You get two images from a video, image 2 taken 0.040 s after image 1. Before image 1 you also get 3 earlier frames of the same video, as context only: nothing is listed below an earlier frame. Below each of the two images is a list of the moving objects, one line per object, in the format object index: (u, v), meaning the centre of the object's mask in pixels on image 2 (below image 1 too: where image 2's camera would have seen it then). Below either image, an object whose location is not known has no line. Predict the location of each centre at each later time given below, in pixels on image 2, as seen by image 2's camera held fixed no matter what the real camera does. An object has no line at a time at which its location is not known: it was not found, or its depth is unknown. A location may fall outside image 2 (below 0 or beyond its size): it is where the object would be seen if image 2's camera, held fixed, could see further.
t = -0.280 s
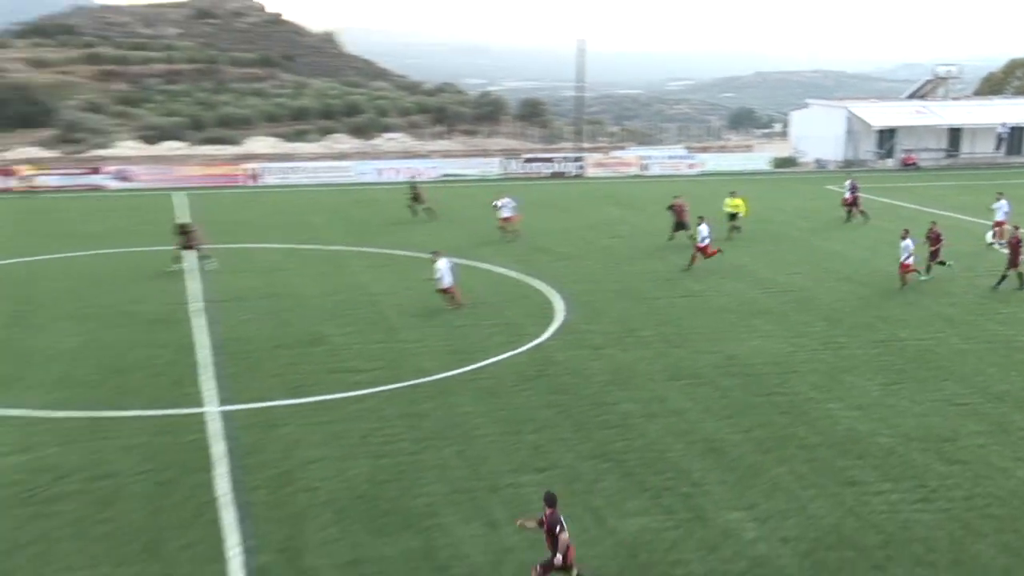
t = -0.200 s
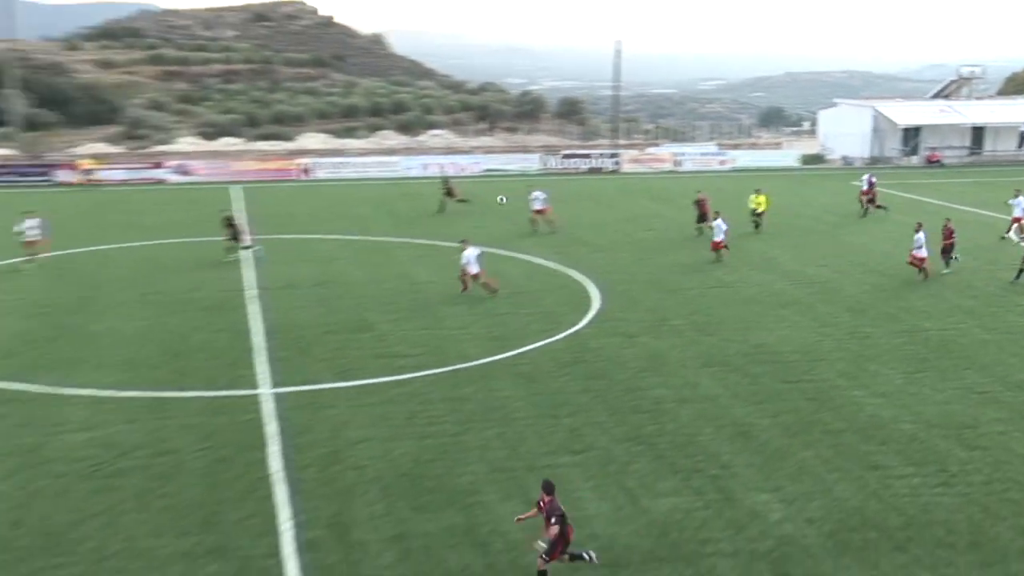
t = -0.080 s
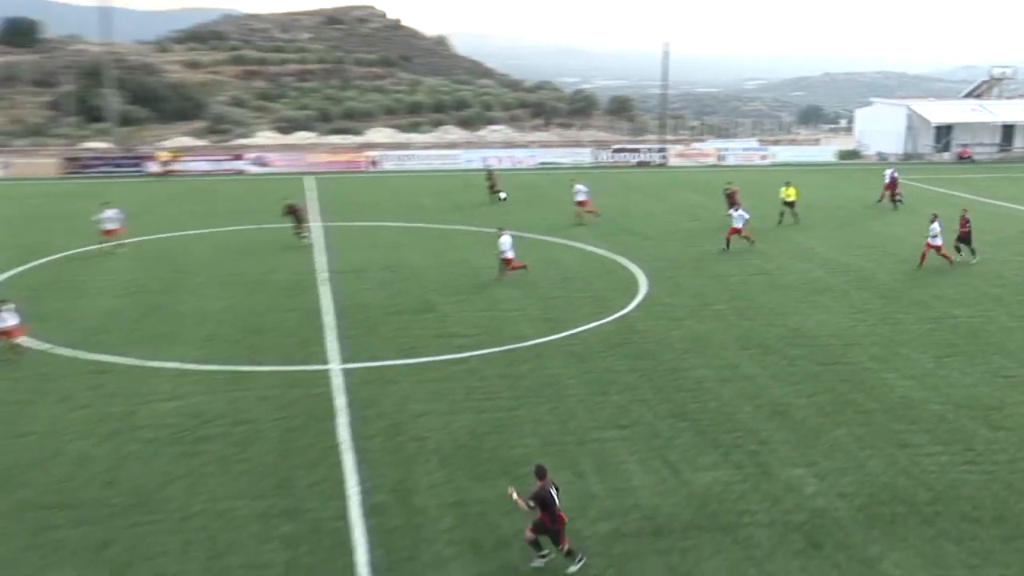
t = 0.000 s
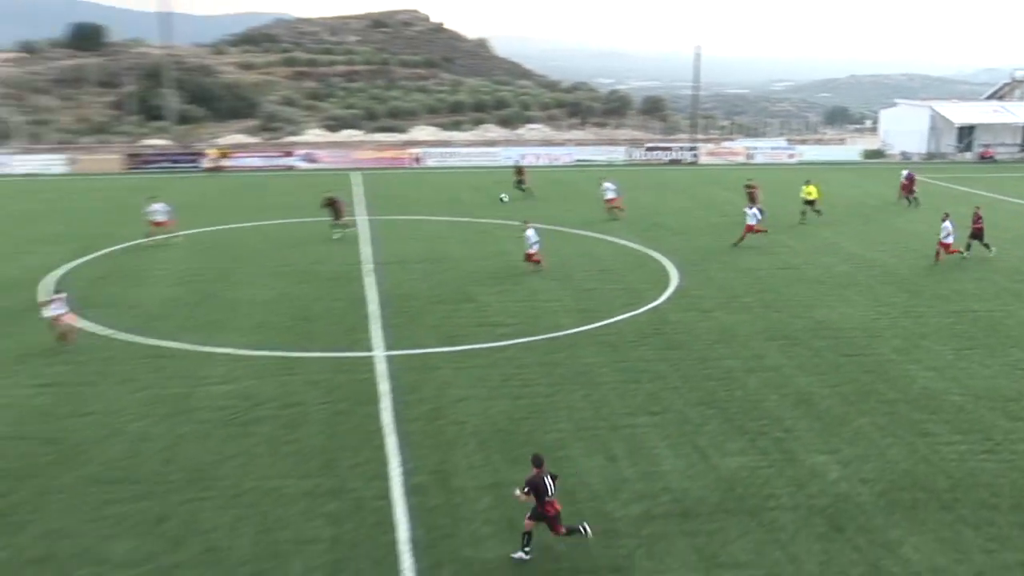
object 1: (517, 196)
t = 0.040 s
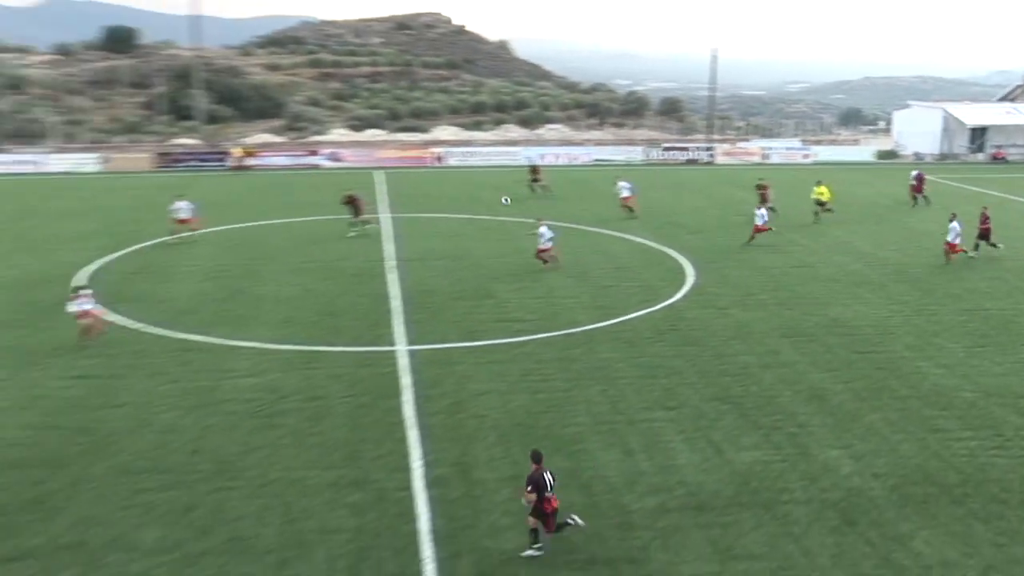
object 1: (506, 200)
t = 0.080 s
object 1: (493, 205)
